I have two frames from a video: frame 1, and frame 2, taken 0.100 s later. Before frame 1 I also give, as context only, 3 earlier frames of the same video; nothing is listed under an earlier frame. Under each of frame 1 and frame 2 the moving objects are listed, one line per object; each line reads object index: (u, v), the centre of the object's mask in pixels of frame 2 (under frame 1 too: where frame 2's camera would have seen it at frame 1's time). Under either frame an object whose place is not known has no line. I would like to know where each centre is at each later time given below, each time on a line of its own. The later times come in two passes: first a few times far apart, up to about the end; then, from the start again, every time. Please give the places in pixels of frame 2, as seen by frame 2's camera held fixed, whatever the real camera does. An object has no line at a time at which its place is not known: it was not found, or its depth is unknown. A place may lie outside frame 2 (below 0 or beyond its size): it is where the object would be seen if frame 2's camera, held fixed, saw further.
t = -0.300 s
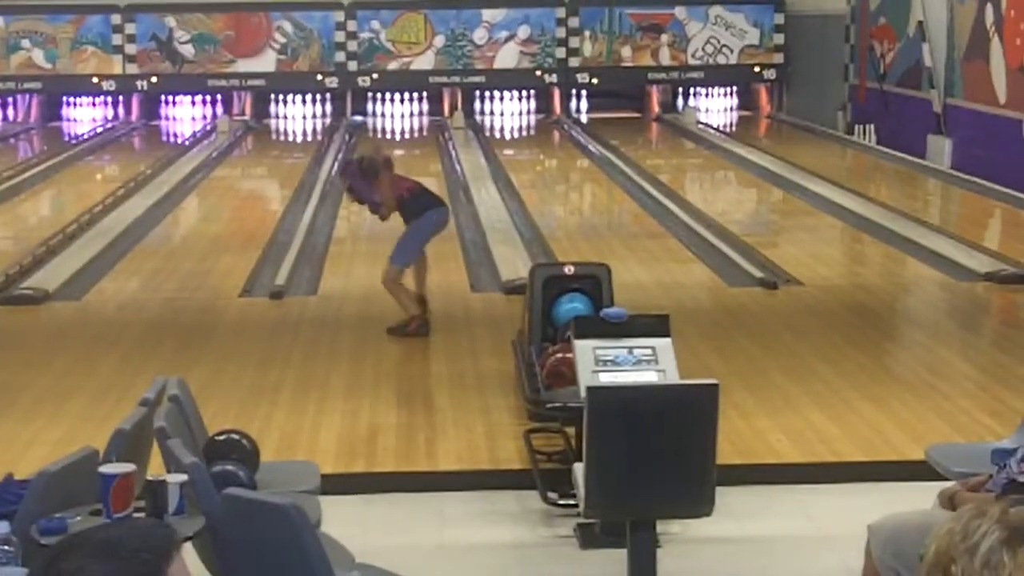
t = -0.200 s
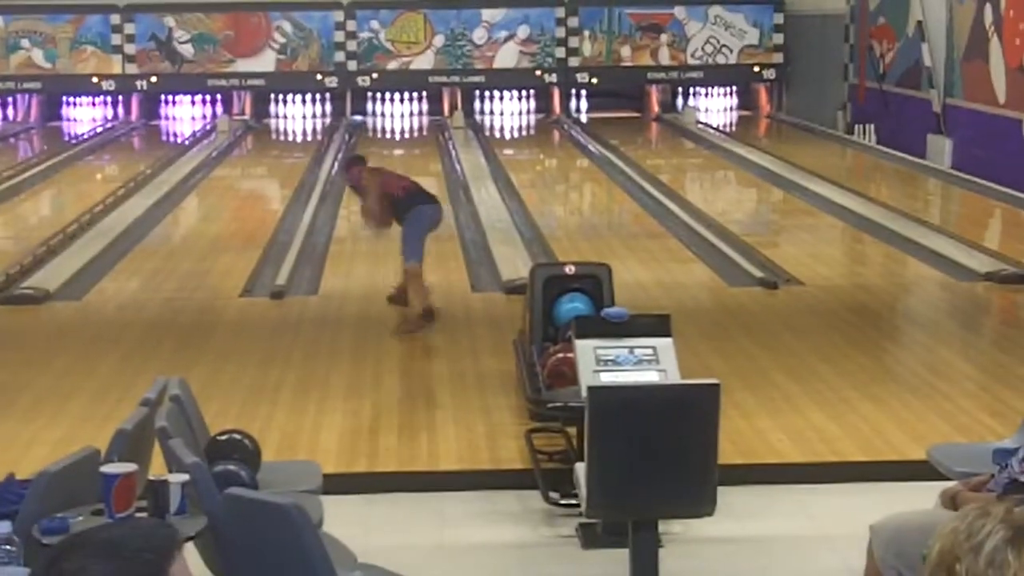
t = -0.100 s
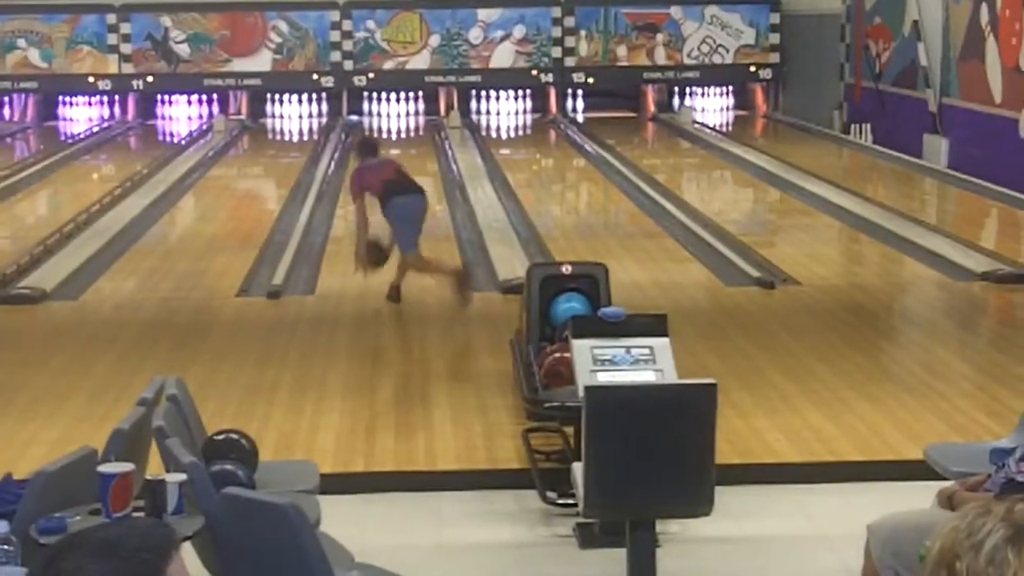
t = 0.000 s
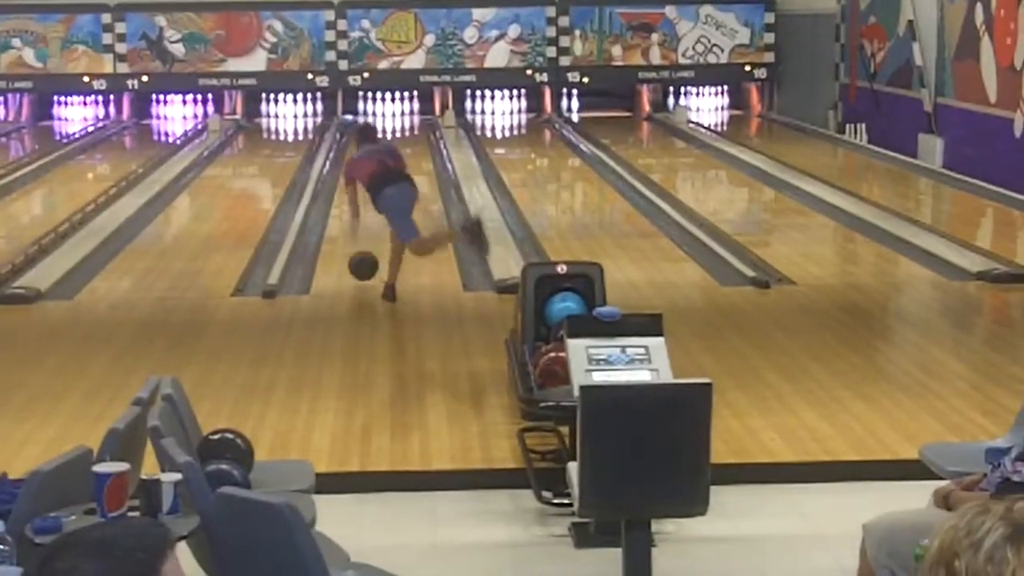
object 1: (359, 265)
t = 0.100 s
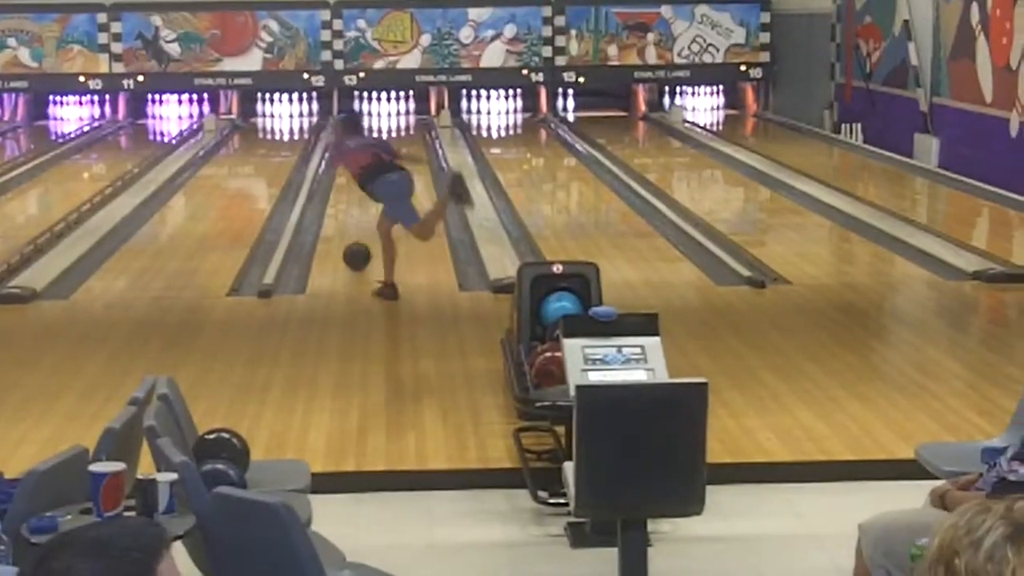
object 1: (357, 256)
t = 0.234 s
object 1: (354, 238)
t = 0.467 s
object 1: (351, 212)
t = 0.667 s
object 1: (349, 193)
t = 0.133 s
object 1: (356, 251)
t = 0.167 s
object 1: (355, 247)
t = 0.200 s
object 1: (354, 243)
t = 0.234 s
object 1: (354, 238)
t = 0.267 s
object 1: (354, 234)
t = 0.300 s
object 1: (353, 230)
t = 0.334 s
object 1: (353, 226)
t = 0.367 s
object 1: (352, 222)
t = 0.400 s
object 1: (352, 219)
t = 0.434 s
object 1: (351, 215)
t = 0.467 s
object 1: (351, 212)
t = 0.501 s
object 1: (350, 208)
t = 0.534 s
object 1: (350, 204)
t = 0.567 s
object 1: (350, 201)
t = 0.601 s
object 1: (349, 198)
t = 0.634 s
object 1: (349, 195)
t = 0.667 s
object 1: (349, 193)
